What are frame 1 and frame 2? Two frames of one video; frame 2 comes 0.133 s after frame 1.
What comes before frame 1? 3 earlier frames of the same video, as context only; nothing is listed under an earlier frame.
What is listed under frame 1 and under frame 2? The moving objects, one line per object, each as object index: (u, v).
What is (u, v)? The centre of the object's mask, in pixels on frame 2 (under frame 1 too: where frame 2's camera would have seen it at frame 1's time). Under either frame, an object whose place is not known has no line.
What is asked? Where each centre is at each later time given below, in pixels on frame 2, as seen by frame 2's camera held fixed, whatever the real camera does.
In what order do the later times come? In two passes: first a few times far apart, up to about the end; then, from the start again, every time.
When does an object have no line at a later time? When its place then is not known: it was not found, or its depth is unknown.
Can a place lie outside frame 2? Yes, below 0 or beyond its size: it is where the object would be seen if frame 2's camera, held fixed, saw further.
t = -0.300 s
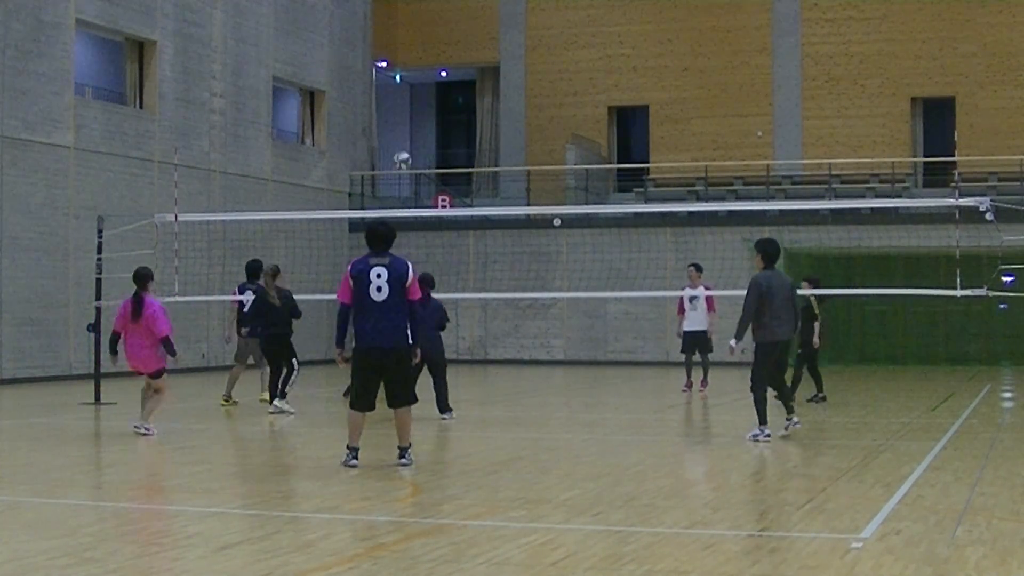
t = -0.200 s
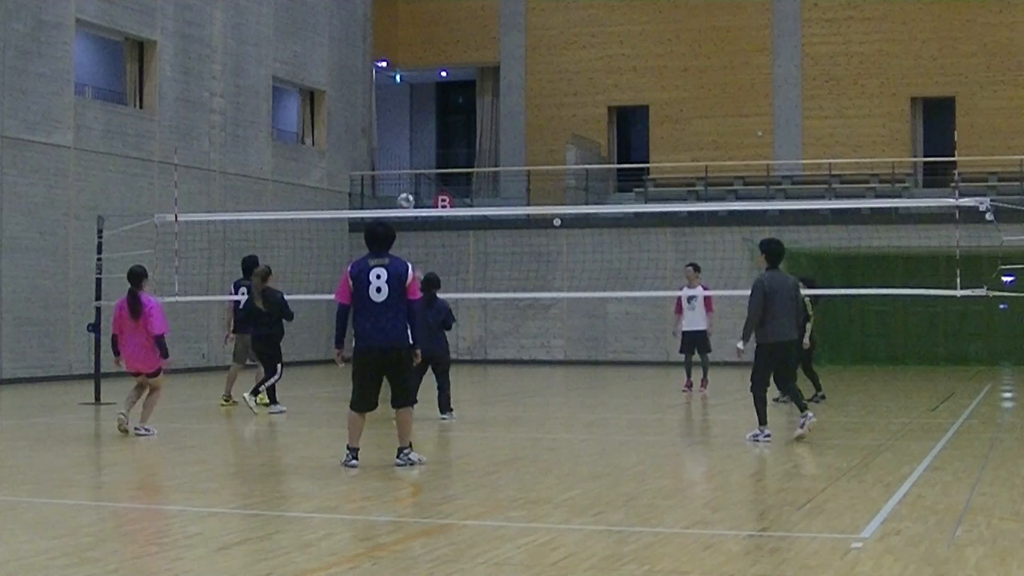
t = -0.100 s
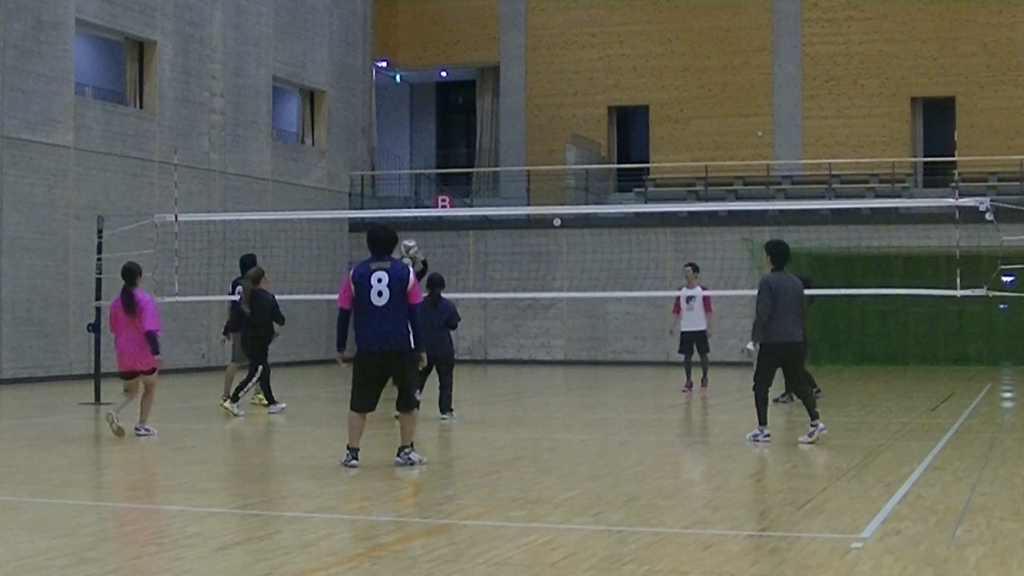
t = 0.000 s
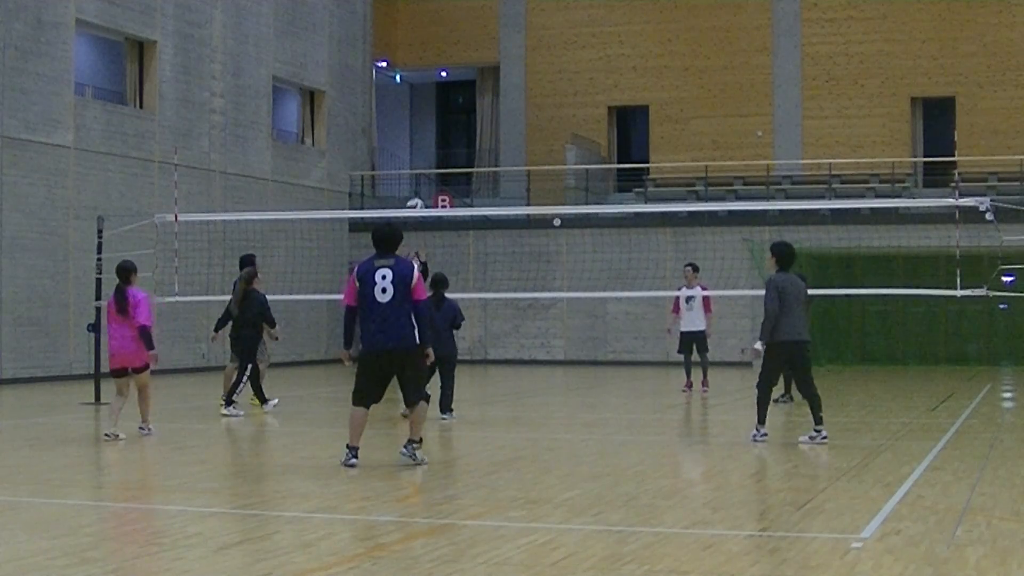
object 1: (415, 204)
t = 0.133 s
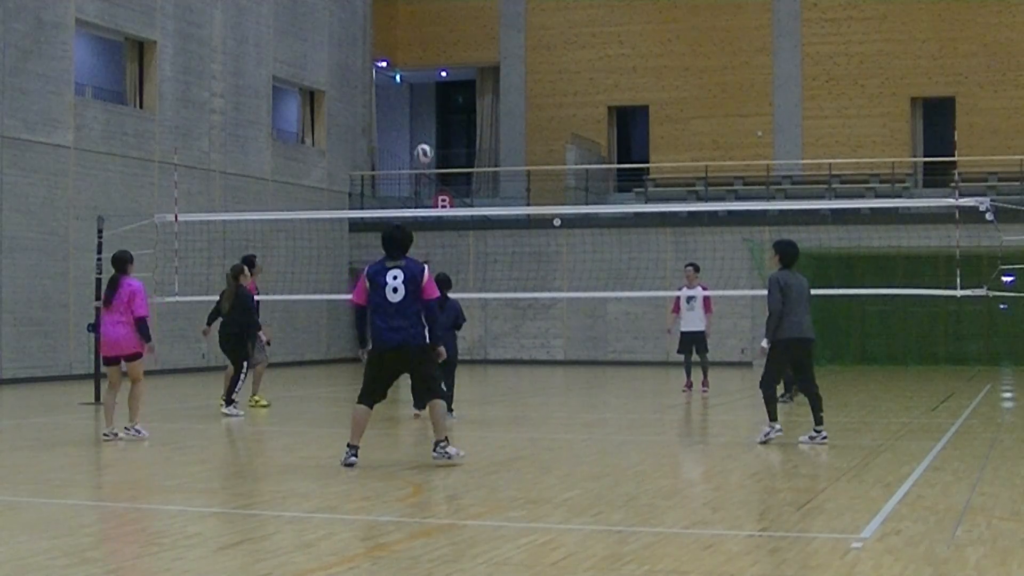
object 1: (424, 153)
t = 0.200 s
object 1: (428, 130)
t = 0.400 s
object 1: (444, 78)
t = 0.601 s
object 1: (460, 57)
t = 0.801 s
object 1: (481, 76)
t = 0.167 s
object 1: (426, 141)
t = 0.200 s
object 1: (428, 130)
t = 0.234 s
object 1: (431, 119)
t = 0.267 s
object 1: (433, 110)
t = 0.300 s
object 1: (435, 101)
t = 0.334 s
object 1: (438, 92)
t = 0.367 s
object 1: (441, 85)
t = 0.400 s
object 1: (444, 78)
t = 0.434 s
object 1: (446, 72)
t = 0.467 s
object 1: (449, 68)
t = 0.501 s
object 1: (452, 64)
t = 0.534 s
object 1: (454, 61)
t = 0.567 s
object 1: (457, 59)
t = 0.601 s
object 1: (460, 57)
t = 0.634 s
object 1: (464, 57)
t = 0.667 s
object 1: (467, 58)
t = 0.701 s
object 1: (470, 61)
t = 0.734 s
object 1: (474, 64)
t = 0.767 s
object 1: (477, 69)
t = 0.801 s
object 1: (481, 76)
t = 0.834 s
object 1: (485, 84)
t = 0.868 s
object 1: (489, 93)
